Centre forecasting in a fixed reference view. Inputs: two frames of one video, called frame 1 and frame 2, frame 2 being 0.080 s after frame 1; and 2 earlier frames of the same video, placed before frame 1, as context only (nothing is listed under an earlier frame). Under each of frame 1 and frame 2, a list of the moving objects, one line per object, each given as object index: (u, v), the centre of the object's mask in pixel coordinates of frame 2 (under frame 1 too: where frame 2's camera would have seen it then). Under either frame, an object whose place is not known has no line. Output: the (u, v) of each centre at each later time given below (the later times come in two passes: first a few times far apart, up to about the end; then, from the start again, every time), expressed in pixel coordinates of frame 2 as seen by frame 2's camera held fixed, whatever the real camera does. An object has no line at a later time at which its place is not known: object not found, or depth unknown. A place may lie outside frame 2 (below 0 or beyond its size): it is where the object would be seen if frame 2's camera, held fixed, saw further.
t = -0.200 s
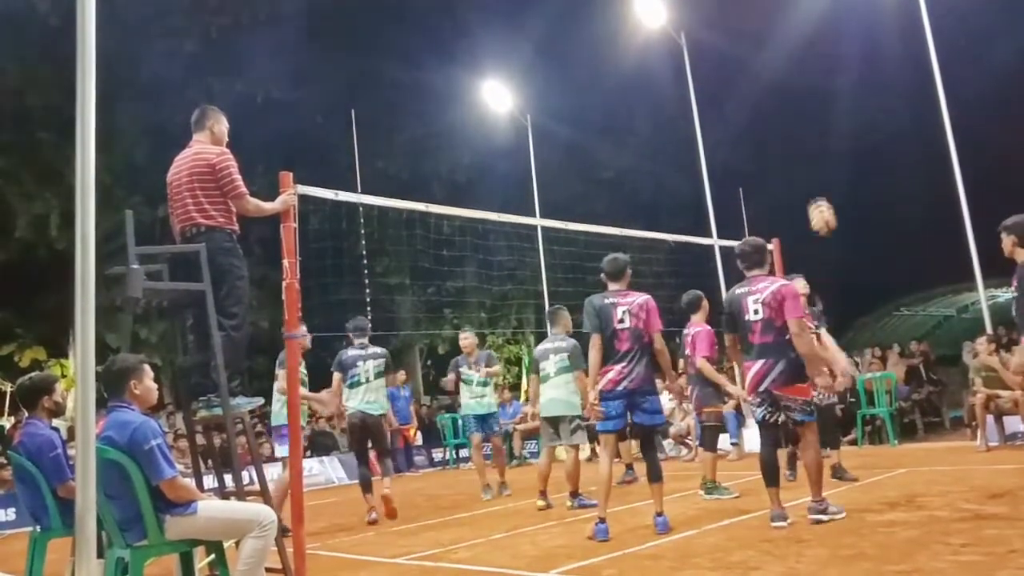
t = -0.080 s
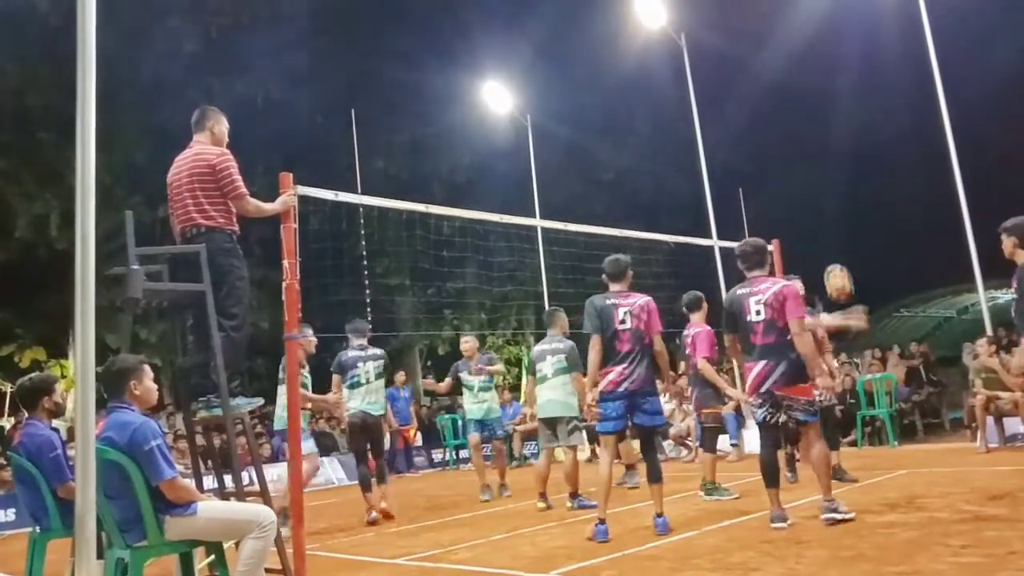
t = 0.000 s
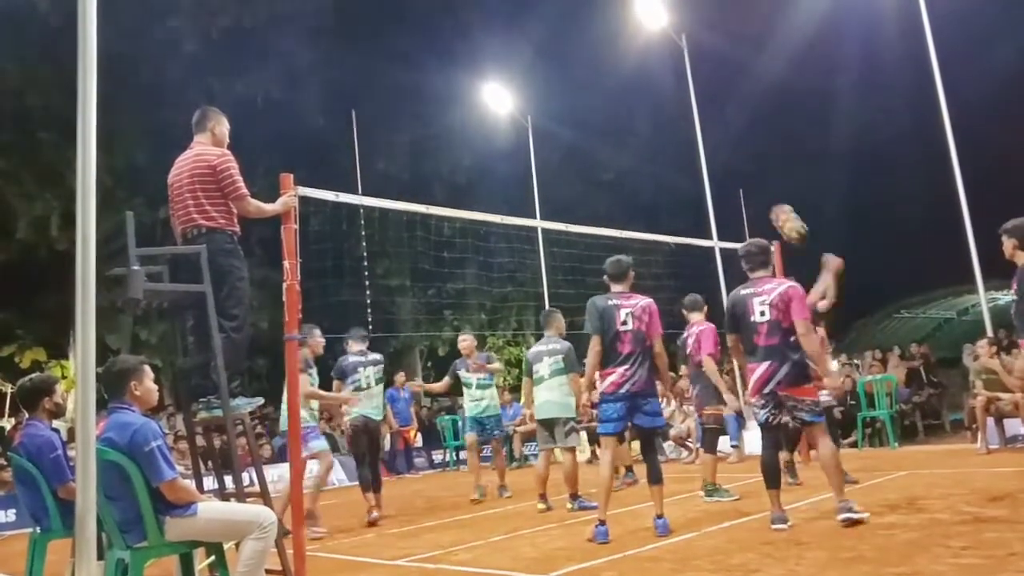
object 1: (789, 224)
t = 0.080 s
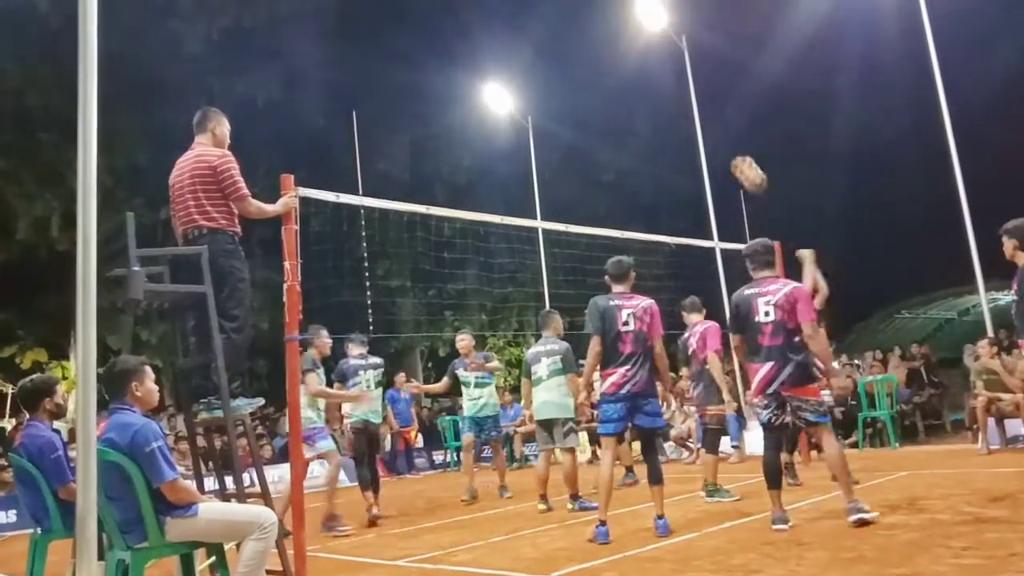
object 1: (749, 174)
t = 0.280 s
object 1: (655, 76)
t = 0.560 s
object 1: (569, 28)
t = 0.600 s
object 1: (560, 26)
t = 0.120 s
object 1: (732, 154)
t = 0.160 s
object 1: (716, 137)
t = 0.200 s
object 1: (681, 103)
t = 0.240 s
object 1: (669, 89)
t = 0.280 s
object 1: (655, 76)
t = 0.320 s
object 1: (643, 66)
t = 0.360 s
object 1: (630, 56)
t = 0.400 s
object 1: (608, 42)
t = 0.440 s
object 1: (597, 37)
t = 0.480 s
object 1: (586, 33)
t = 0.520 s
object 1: (578, 29)
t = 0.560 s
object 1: (569, 28)
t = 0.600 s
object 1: (560, 26)
